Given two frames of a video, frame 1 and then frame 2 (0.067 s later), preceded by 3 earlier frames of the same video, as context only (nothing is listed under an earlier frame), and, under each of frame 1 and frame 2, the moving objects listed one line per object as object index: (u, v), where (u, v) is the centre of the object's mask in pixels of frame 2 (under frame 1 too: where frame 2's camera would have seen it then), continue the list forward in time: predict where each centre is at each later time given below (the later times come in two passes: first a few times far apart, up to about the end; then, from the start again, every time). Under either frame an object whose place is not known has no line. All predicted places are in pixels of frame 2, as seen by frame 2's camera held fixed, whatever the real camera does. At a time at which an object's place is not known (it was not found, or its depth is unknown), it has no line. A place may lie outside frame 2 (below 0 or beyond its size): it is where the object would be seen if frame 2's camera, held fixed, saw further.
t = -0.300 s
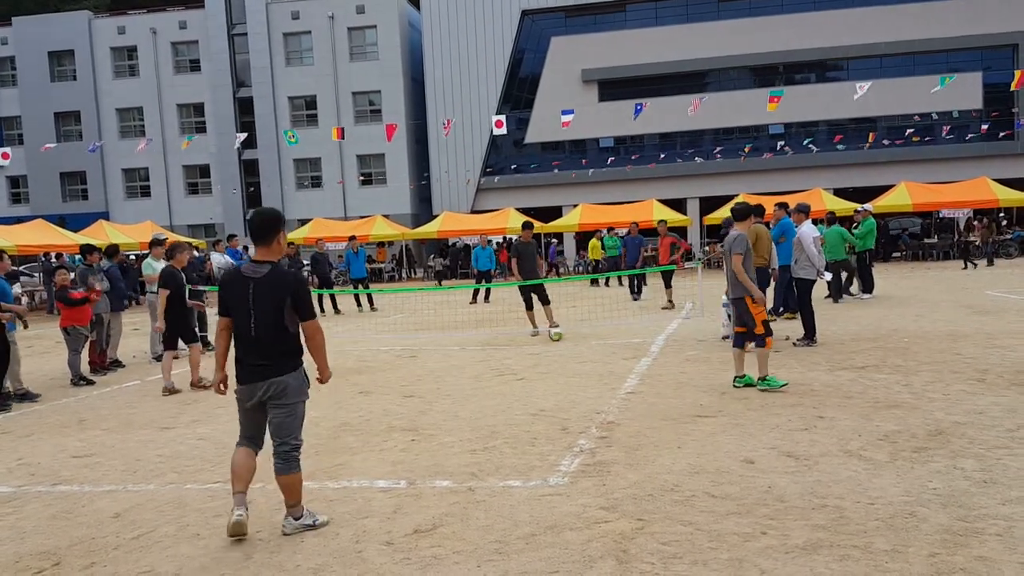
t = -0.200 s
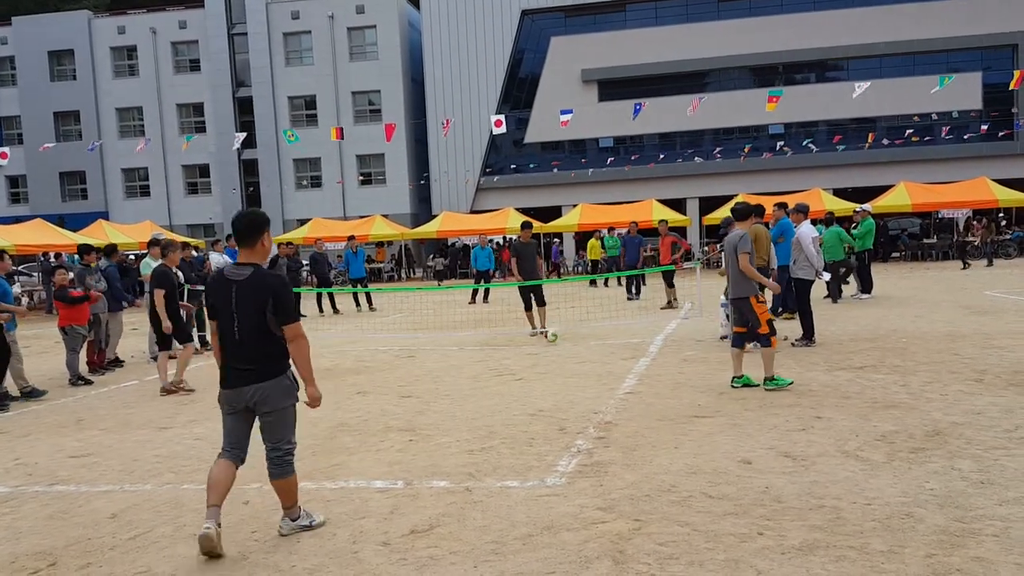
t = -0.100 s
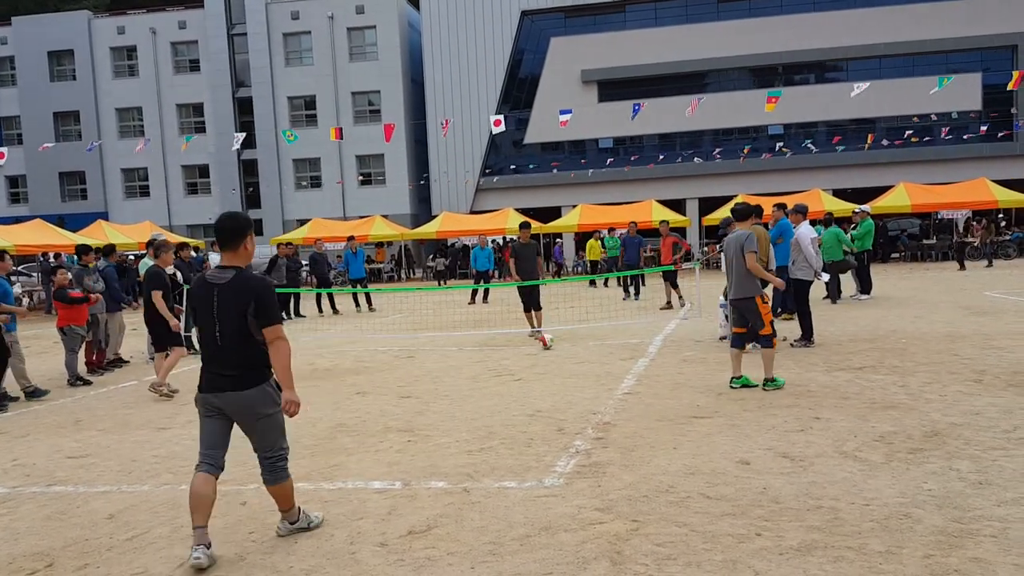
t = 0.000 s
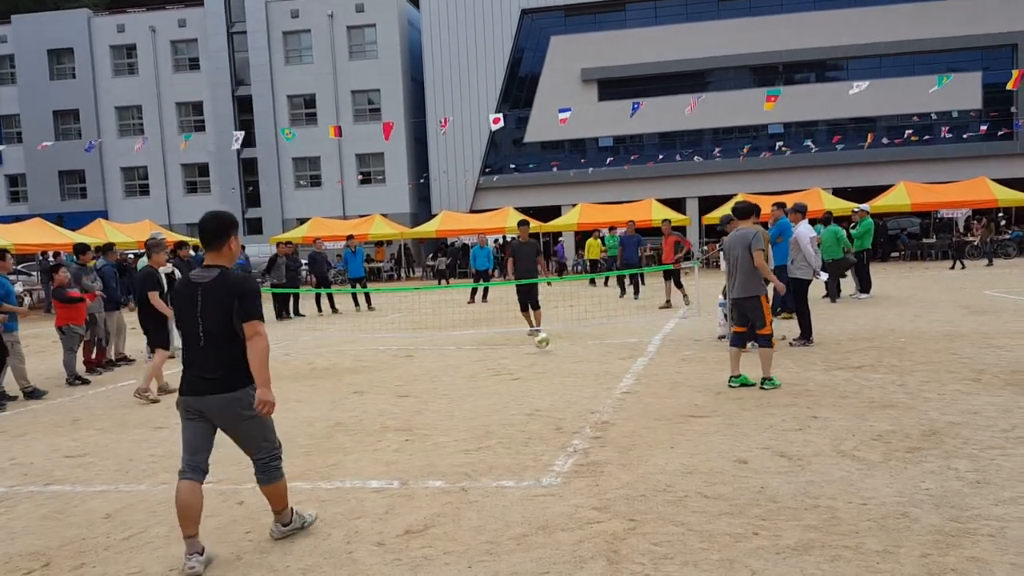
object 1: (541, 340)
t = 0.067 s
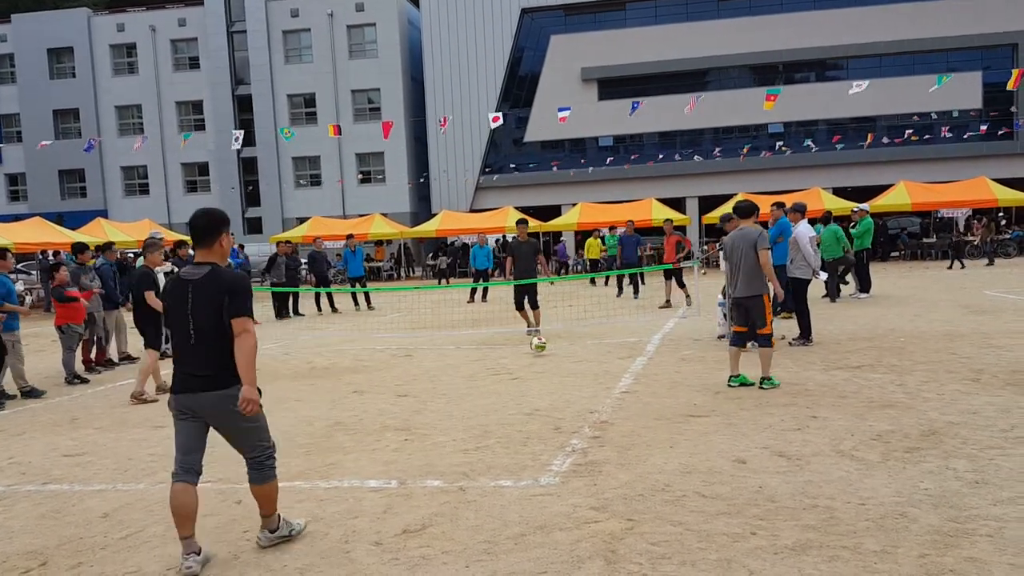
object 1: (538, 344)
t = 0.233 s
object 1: (532, 352)
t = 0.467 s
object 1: (524, 366)
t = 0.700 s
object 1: (515, 382)
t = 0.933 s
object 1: (503, 397)
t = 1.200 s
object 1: (485, 419)
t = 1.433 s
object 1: (461, 439)
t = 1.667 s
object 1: (430, 468)
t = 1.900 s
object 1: (391, 502)
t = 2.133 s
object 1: (340, 550)
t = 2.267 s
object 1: (303, 581)
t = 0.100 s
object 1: (537, 347)
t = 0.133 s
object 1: (536, 352)
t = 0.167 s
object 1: (534, 350)
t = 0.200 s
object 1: (533, 351)
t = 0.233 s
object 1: (532, 352)
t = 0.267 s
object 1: (531, 354)
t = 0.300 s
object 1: (530, 357)
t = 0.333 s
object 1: (529, 362)
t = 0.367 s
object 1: (528, 363)
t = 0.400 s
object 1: (526, 365)
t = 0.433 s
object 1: (526, 366)
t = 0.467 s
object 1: (524, 366)
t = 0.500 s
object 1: (523, 367)
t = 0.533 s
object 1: (522, 370)
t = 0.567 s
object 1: (521, 374)
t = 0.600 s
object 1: (520, 376)
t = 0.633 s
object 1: (518, 376)
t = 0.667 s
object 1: (517, 379)
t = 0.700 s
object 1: (515, 382)
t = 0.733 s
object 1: (513, 384)
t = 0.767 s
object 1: (512, 385)
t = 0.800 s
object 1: (510, 388)
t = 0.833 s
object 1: (509, 390)
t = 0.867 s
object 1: (507, 392)
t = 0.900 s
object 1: (505, 395)
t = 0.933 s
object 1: (503, 397)
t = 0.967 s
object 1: (501, 399)
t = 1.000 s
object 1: (499, 399)
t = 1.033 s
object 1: (498, 400)
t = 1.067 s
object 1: (495, 404)
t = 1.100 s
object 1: (494, 408)
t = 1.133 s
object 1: (491, 414)
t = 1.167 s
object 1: (488, 416)
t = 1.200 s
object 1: (485, 419)
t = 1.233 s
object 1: (482, 421)
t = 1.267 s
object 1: (479, 423)
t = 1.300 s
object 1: (476, 428)
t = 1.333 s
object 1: (472, 431)
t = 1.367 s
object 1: (469, 435)
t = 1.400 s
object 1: (465, 438)
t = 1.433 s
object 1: (461, 439)
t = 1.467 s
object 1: (458, 441)
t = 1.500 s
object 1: (452, 445)
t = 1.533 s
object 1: (448, 451)
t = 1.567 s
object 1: (444, 459)
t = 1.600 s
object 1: (440, 460)
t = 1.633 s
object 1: (434, 464)
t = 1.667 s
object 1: (430, 468)
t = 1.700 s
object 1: (424, 476)
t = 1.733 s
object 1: (419, 481)
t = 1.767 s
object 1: (414, 483)
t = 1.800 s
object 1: (409, 488)
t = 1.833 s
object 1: (403, 495)
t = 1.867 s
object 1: (398, 500)
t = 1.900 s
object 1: (391, 502)
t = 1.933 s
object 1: (384, 508)
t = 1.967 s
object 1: (378, 514)
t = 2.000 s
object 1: (371, 524)
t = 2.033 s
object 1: (363, 529)
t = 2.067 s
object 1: (356, 535)
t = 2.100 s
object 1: (348, 544)
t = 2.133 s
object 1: (340, 550)
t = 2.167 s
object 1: (332, 559)
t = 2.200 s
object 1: (323, 564)
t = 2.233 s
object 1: (312, 570)
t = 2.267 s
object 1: (303, 581)
